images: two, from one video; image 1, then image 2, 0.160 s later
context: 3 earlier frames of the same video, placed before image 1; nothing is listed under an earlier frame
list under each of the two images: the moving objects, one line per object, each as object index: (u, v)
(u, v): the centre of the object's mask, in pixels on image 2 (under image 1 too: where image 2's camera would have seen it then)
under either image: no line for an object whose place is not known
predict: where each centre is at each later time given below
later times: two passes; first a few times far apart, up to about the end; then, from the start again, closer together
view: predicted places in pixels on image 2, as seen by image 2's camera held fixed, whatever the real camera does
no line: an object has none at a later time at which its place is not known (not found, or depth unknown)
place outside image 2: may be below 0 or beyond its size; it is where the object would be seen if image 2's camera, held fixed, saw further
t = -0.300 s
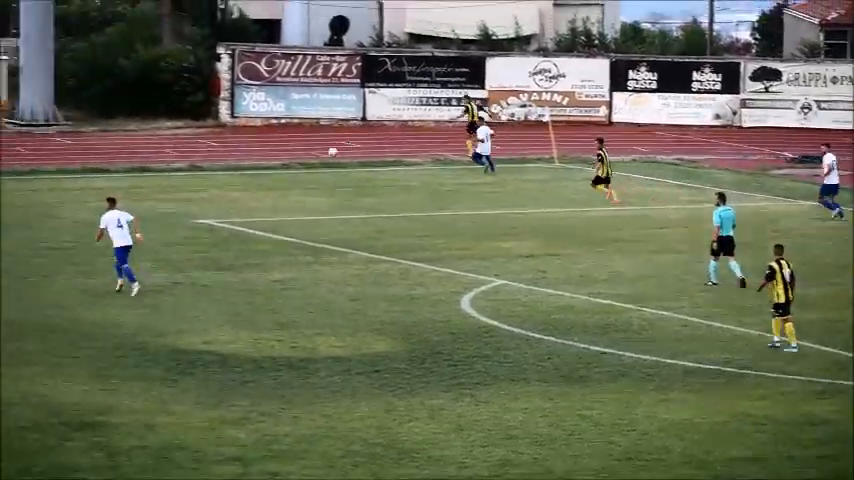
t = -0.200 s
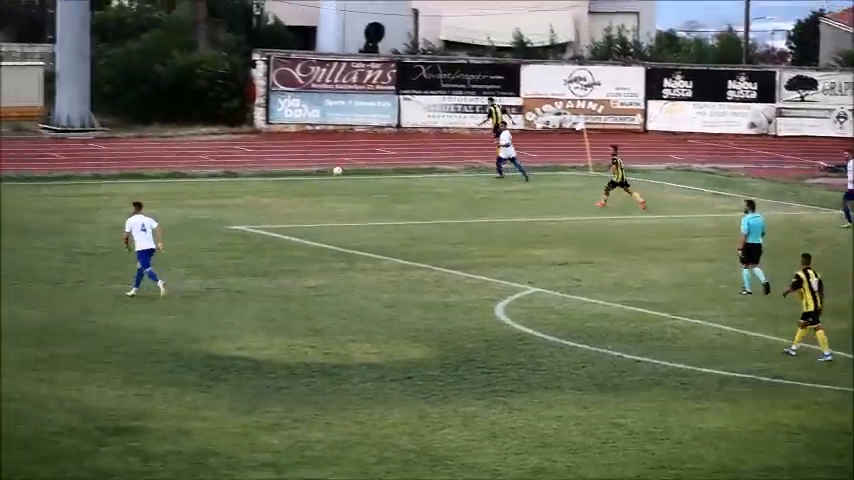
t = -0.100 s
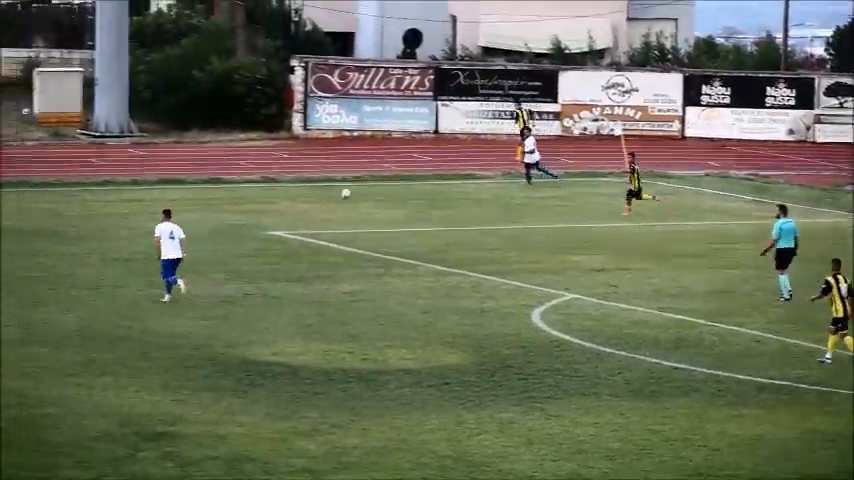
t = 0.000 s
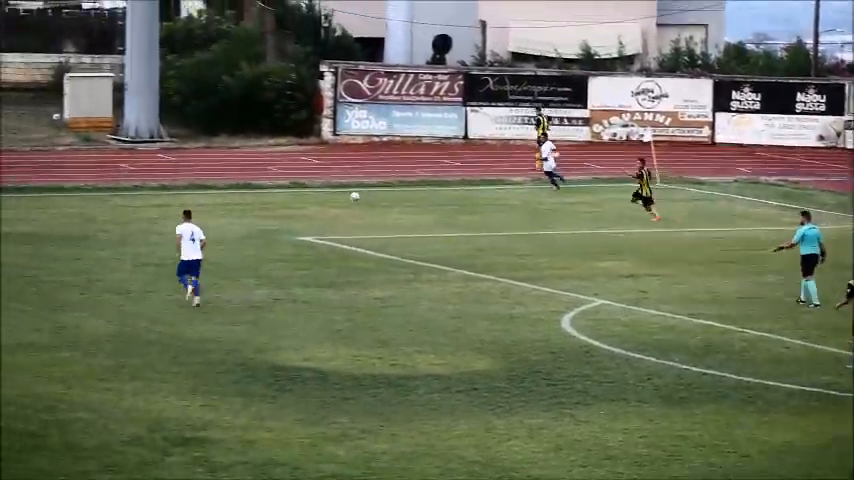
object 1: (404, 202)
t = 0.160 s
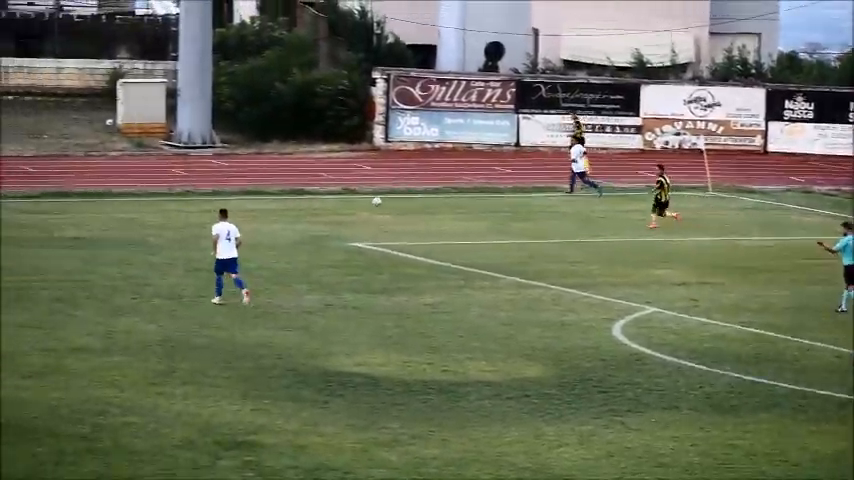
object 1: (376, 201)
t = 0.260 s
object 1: (359, 205)
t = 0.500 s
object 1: (321, 213)
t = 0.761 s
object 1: (285, 221)
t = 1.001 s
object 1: (252, 224)
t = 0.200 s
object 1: (370, 203)
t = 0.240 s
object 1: (362, 204)
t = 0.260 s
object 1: (359, 205)
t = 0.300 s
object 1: (352, 210)
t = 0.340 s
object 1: (345, 214)
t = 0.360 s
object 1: (342, 215)
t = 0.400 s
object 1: (335, 214)
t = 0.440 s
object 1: (330, 213)
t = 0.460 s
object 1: (327, 213)
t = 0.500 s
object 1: (321, 213)
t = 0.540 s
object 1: (316, 214)
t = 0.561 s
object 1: (313, 215)
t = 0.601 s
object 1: (307, 217)
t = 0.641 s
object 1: (301, 220)
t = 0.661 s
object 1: (299, 221)
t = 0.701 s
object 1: (293, 221)
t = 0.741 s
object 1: (287, 221)
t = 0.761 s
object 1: (285, 221)
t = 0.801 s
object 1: (279, 220)
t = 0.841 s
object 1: (273, 222)
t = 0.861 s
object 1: (271, 223)
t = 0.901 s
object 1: (264, 224)
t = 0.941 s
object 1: (259, 224)
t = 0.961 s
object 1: (257, 224)
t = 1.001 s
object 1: (252, 224)
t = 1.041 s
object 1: (247, 225)
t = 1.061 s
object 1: (244, 225)
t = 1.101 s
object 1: (239, 227)
